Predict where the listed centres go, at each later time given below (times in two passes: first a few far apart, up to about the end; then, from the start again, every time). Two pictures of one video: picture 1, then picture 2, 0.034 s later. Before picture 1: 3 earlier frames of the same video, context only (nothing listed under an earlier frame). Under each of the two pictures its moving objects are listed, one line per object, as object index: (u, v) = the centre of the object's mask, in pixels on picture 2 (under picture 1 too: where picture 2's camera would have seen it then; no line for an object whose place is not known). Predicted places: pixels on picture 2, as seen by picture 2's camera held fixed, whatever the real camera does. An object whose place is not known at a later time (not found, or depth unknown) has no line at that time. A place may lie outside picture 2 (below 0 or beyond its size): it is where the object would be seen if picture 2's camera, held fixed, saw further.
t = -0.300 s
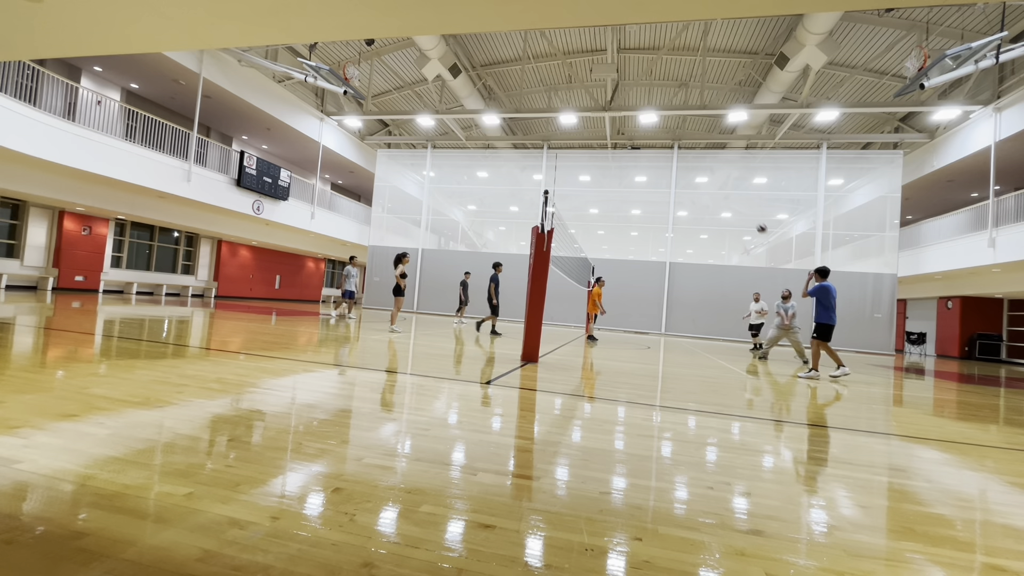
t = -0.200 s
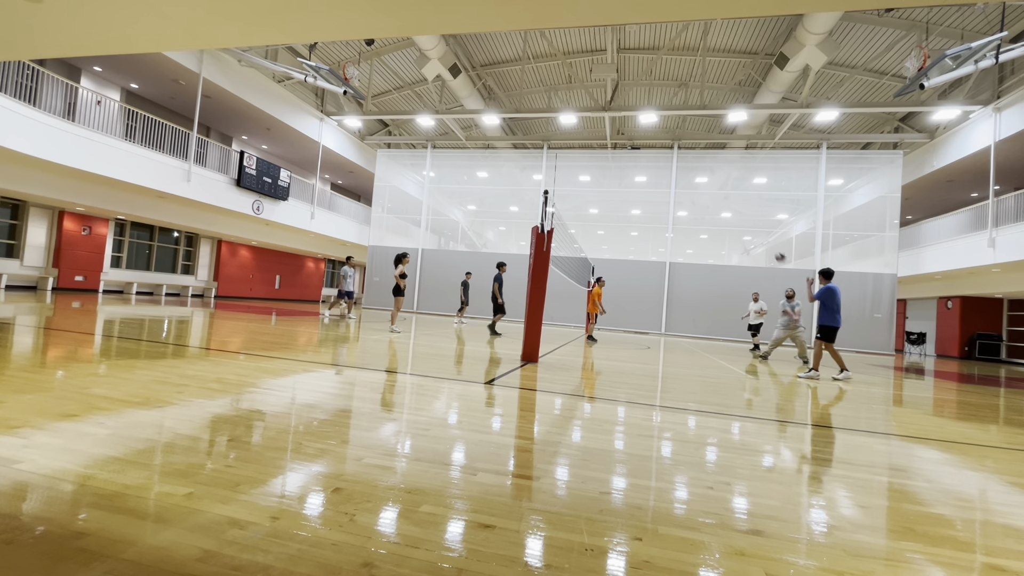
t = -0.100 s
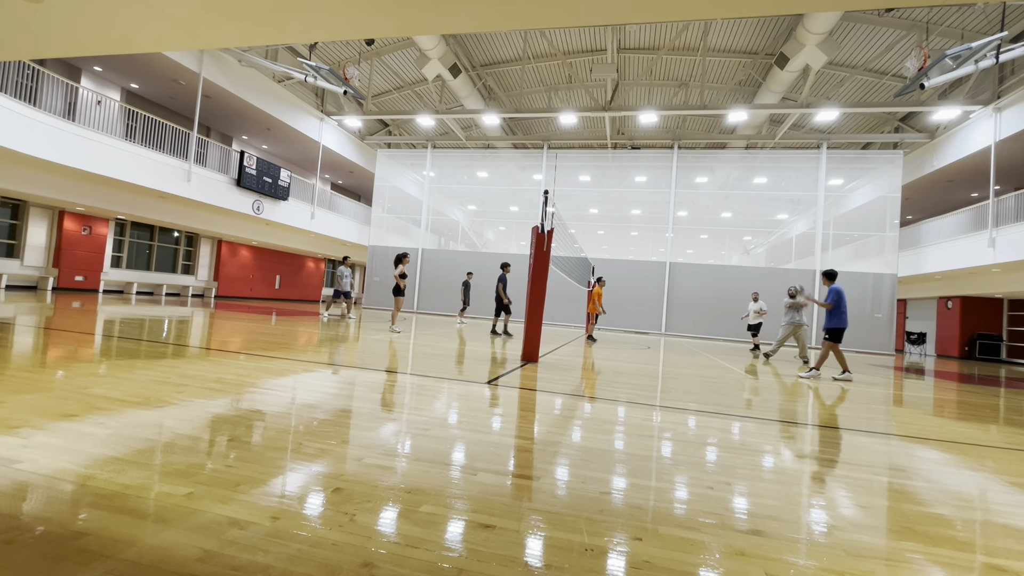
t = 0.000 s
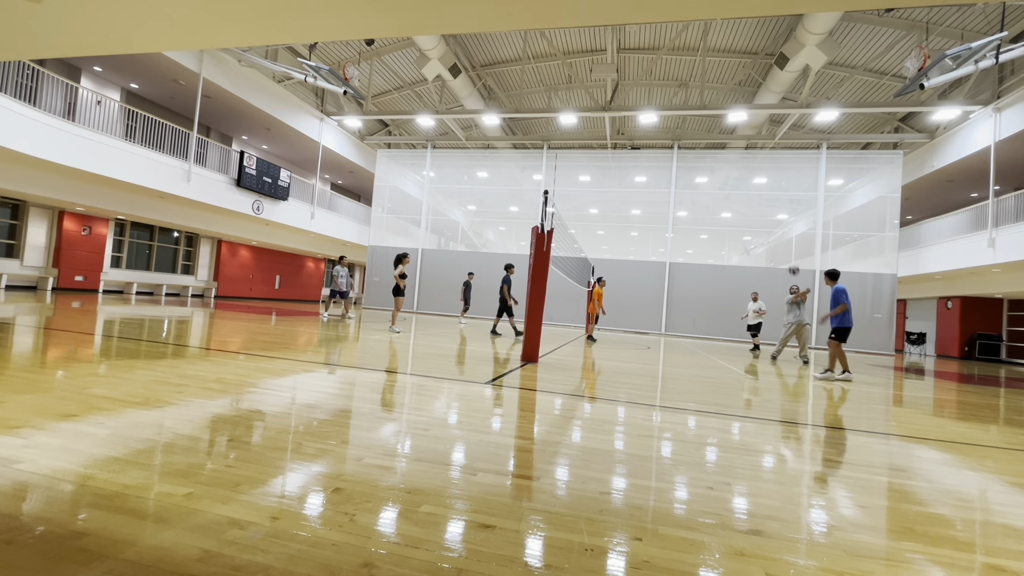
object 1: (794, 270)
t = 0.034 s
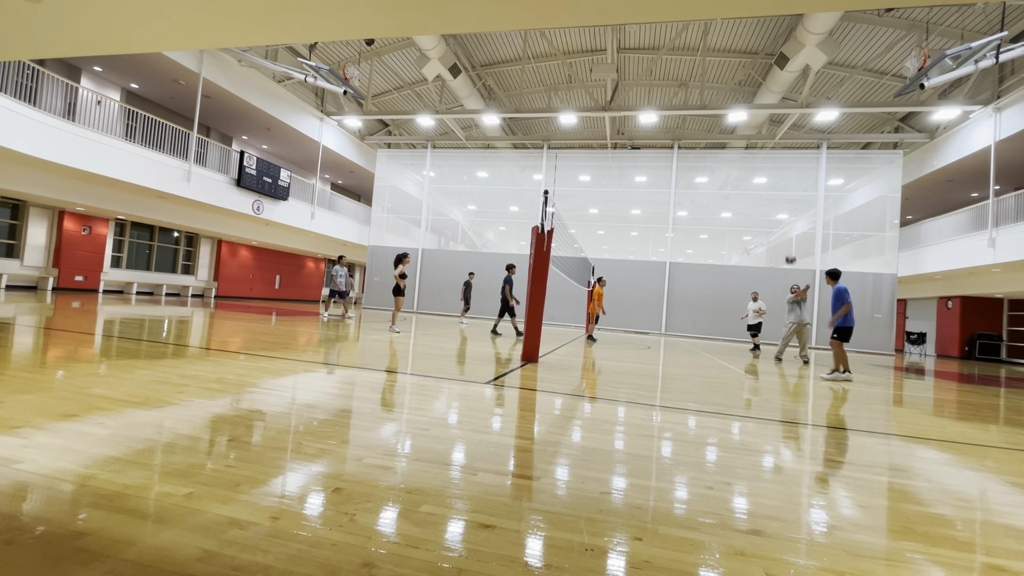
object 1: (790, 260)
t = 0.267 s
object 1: (766, 206)
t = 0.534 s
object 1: (738, 176)
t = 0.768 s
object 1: (712, 175)
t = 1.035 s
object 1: (682, 204)
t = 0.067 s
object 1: (787, 251)
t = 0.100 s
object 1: (784, 242)
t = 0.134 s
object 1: (780, 234)
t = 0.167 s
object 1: (776, 226)
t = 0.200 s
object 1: (773, 219)
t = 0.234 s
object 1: (769, 211)
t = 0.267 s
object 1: (766, 206)
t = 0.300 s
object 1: (763, 200)
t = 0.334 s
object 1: (759, 195)
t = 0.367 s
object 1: (756, 191)
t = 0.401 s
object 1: (752, 187)
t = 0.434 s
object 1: (748, 183)
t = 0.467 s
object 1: (745, 180)
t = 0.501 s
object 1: (741, 178)
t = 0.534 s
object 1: (738, 176)
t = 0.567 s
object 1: (735, 174)
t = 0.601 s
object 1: (731, 173)
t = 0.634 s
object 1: (727, 172)
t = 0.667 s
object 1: (723, 173)
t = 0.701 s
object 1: (720, 173)
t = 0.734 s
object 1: (716, 174)
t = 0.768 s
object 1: (712, 175)
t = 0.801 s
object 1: (709, 177)
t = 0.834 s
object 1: (705, 180)
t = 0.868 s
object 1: (701, 183)
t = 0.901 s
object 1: (697, 186)
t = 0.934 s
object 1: (693, 190)
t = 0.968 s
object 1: (689, 194)
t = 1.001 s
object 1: (686, 199)
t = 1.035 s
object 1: (682, 204)
